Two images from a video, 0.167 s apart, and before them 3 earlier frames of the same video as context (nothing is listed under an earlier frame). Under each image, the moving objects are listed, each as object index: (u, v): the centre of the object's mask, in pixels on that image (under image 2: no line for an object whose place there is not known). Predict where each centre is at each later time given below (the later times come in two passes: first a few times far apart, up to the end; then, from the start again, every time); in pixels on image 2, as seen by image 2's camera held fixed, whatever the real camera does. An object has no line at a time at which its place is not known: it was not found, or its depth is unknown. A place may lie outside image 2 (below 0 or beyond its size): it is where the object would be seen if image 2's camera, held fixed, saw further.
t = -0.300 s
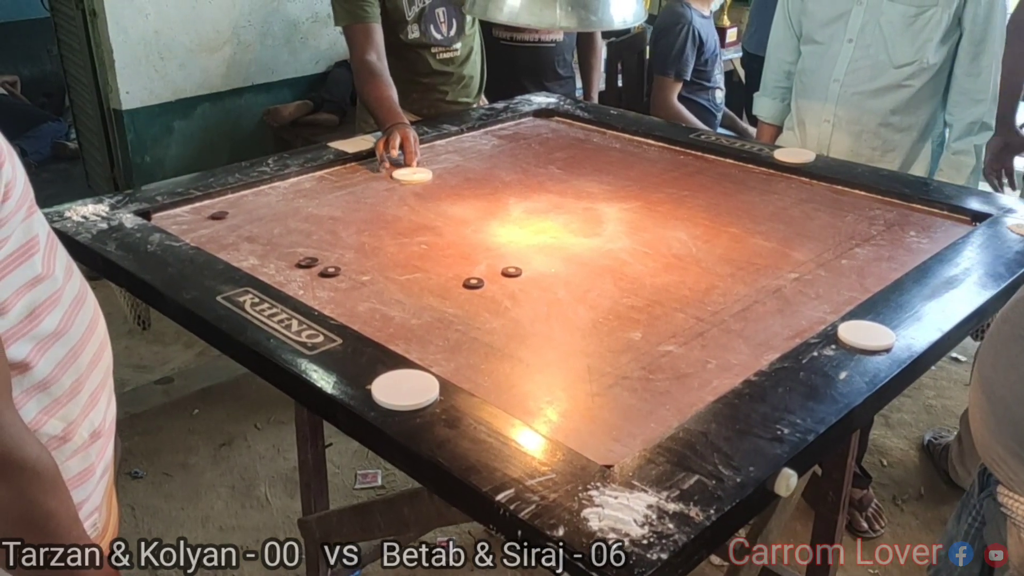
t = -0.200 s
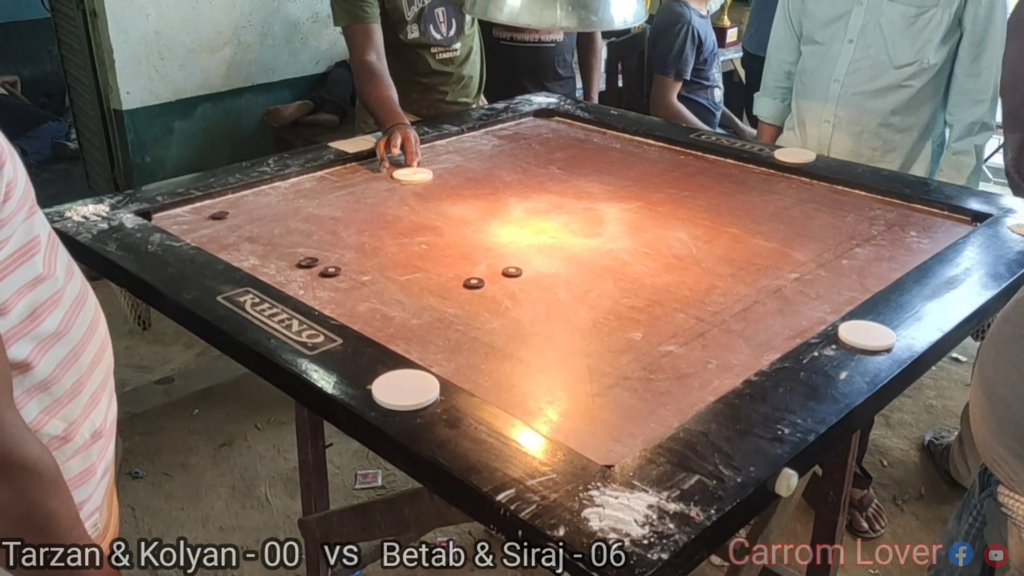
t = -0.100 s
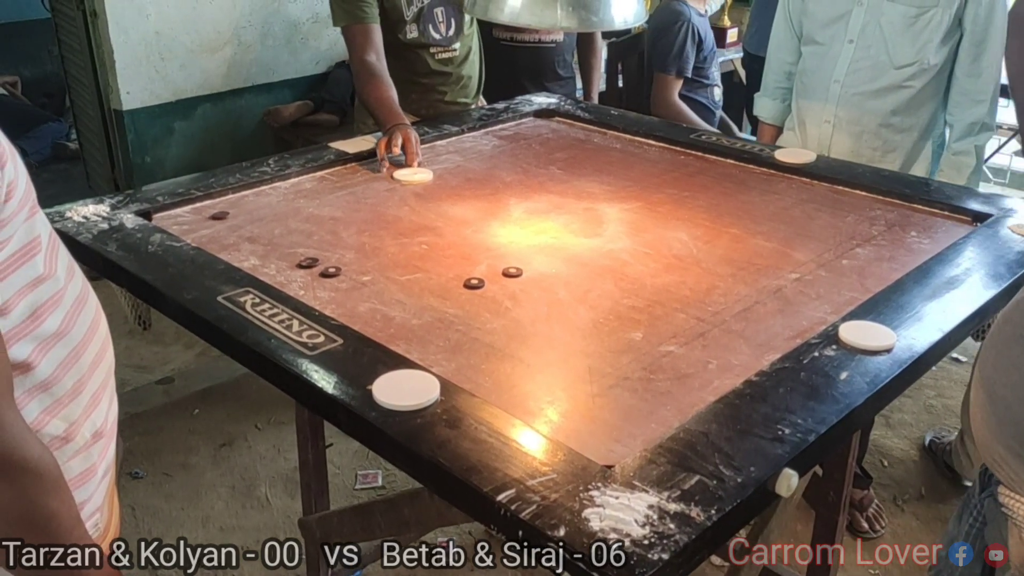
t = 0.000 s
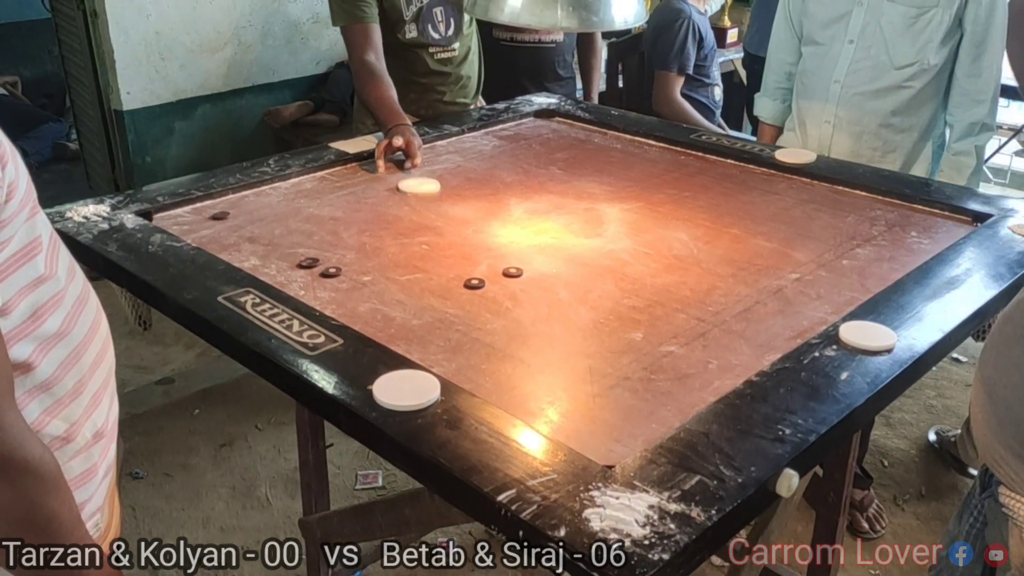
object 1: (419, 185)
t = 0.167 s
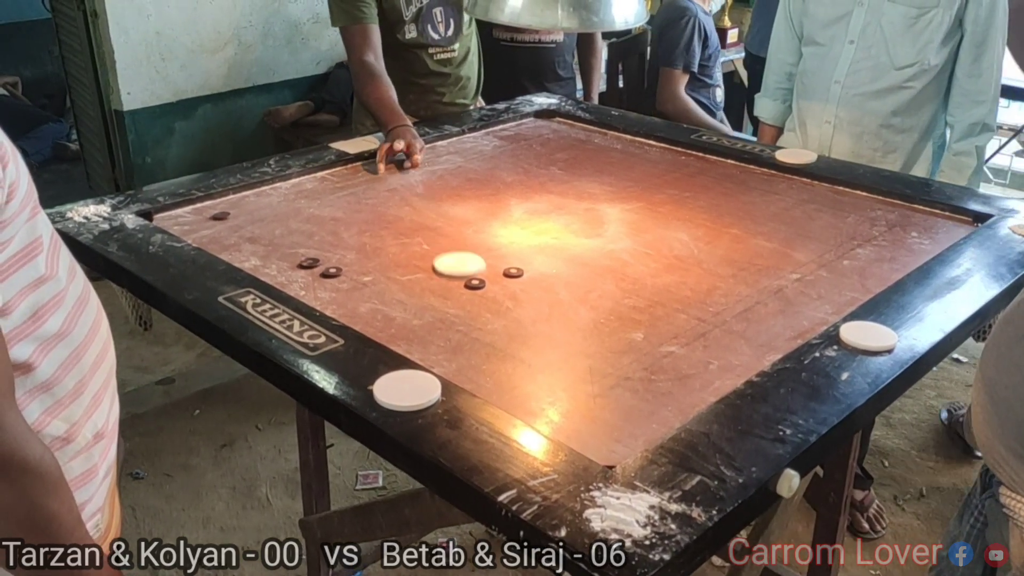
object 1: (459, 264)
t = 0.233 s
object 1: (473, 298)
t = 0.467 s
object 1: (539, 394)
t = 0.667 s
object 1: (619, 392)
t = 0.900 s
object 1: (658, 394)
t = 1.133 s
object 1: (660, 394)
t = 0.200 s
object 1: (466, 281)
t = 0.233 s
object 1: (473, 298)
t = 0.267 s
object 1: (481, 317)
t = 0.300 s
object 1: (489, 337)
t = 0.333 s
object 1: (498, 359)
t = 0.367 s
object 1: (505, 382)
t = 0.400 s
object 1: (507, 392)
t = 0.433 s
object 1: (522, 394)
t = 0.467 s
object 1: (539, 394)
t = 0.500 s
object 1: (556, 393)
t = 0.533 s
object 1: (571, 392)
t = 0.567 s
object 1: (584, 392)
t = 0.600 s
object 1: (597, 393)
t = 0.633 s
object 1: (608, 391)
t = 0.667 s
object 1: (619, 392)
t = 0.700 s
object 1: (628, 392)
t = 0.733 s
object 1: (636, 392)
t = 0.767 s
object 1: (643, 393)
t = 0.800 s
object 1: (648, 392)
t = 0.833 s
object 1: (653, 393)
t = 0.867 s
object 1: (656, 393)
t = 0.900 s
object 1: (658, 394)
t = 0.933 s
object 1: (659, 394)
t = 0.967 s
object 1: (660, 394)
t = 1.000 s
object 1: (660, 394)
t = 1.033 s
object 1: (661, 395)
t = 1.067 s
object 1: (660, 394)
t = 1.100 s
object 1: (660, 394)
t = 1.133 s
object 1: (660, 394)
